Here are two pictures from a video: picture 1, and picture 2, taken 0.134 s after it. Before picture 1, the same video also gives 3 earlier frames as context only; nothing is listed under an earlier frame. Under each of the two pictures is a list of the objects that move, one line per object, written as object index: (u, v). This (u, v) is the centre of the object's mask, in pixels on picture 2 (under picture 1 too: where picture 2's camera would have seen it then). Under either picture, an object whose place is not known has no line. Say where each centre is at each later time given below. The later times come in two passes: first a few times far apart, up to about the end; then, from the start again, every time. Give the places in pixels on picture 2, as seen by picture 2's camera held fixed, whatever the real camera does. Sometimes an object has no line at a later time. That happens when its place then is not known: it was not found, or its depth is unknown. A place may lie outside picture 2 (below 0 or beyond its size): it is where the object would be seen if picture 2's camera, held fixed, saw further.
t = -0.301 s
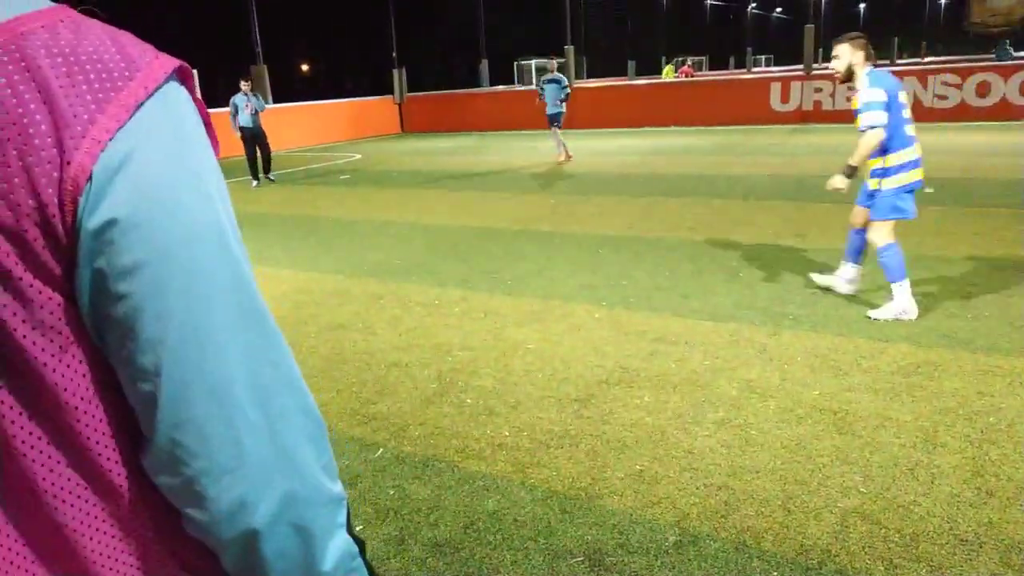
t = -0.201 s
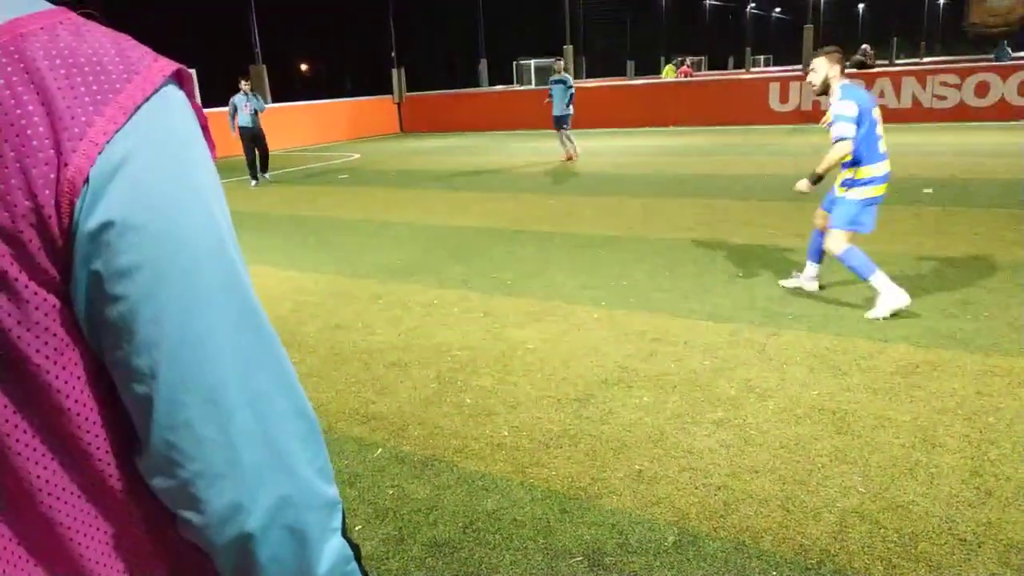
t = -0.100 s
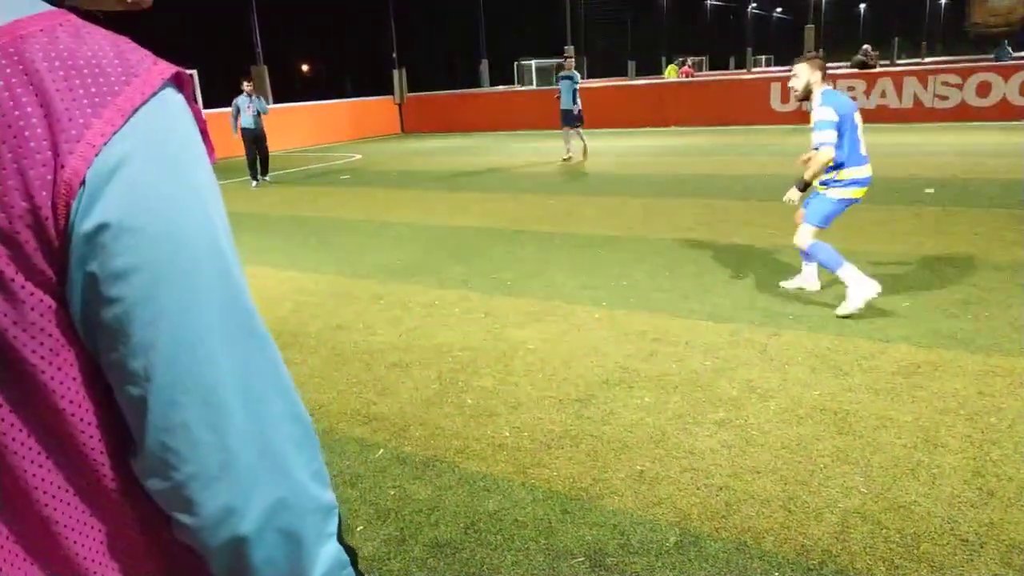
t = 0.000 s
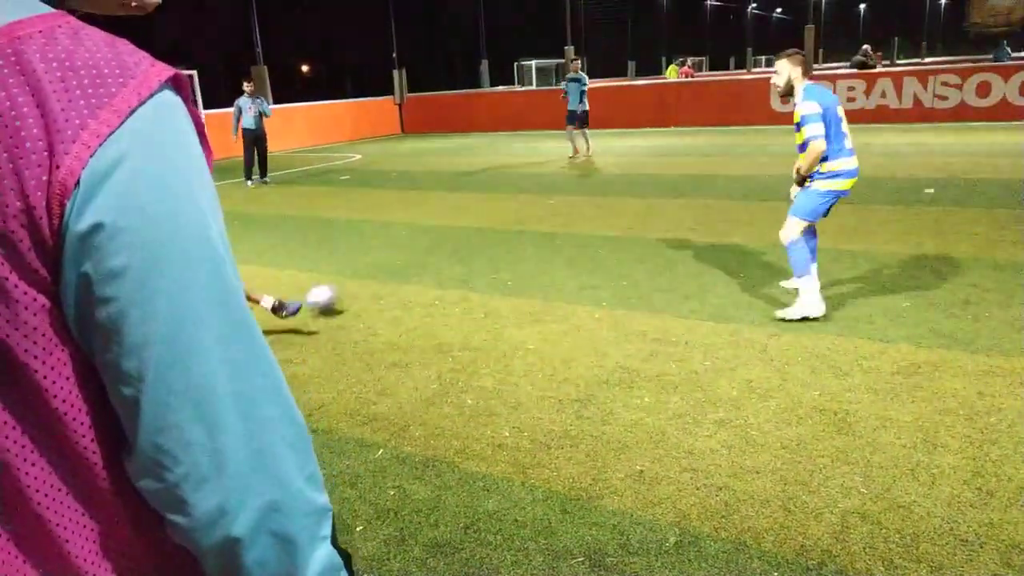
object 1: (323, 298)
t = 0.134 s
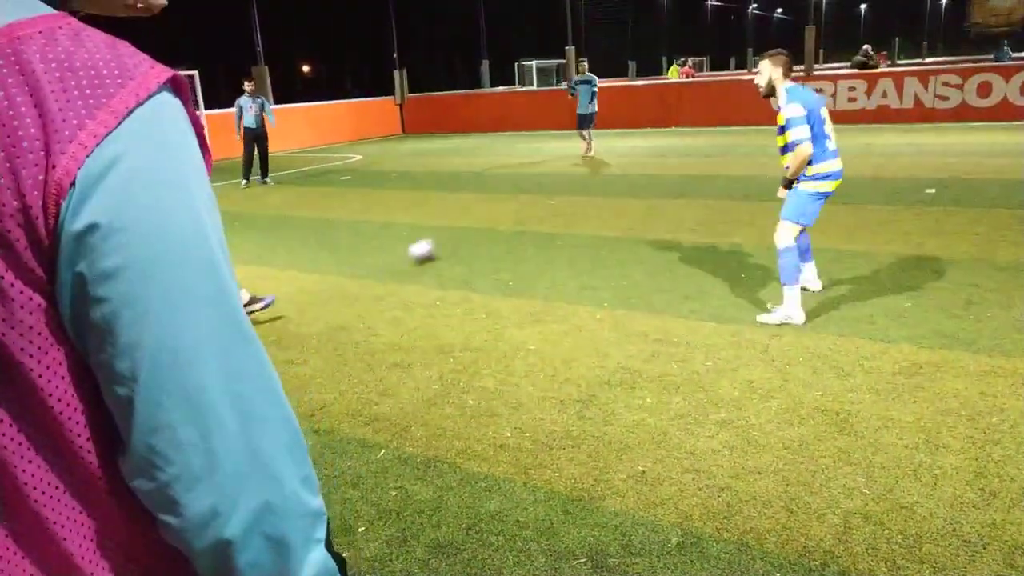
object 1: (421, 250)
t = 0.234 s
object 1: (468, 224)
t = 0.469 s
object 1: (534, 190)
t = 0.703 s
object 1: (572, 171)
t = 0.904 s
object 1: (592, 160)
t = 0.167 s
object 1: (438, 240)
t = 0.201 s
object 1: (454, 231)
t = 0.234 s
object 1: (468, 224)
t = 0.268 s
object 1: (481, 219)
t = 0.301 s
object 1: (492, 214)
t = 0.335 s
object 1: (502, 208)
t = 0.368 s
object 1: (511, 202)
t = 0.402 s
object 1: (519, 199)
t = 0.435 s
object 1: (527, 195)
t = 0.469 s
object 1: (534, 190)
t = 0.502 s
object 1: (541, 187)
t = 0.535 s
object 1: (547, 185)
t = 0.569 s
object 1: (552, 182)
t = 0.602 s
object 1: (557, 179)
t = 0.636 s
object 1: (563, 176)
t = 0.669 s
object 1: (567, 173)
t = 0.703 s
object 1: (572, 171)
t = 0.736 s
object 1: (574, 169)
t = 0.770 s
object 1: (578, 167)
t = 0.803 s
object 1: (582, 165)
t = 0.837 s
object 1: (585, 164)
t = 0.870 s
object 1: (589, 161)
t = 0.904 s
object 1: (592, 160)
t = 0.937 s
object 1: (595, 158)
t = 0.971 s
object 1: (598, 156)
